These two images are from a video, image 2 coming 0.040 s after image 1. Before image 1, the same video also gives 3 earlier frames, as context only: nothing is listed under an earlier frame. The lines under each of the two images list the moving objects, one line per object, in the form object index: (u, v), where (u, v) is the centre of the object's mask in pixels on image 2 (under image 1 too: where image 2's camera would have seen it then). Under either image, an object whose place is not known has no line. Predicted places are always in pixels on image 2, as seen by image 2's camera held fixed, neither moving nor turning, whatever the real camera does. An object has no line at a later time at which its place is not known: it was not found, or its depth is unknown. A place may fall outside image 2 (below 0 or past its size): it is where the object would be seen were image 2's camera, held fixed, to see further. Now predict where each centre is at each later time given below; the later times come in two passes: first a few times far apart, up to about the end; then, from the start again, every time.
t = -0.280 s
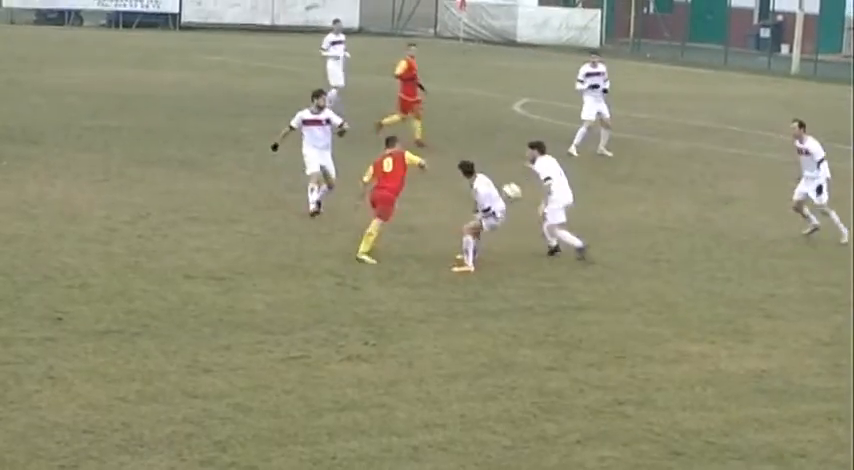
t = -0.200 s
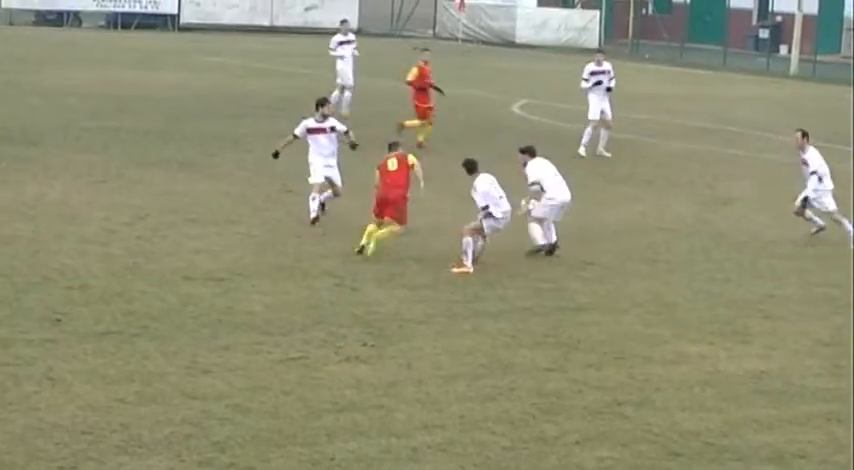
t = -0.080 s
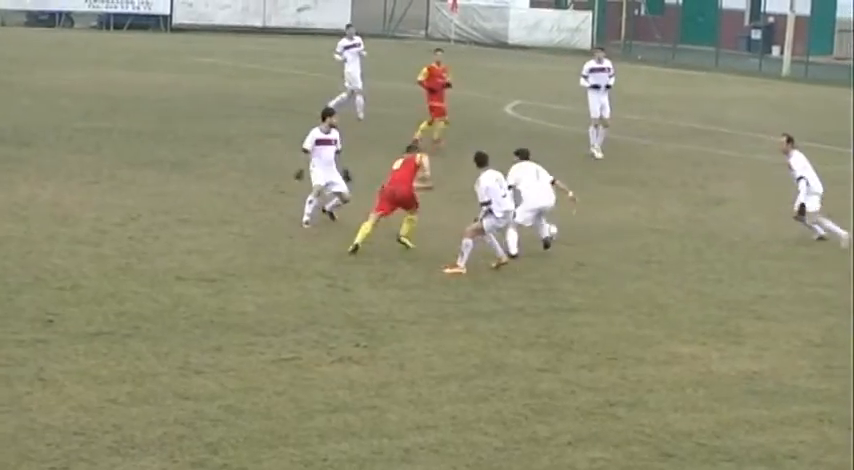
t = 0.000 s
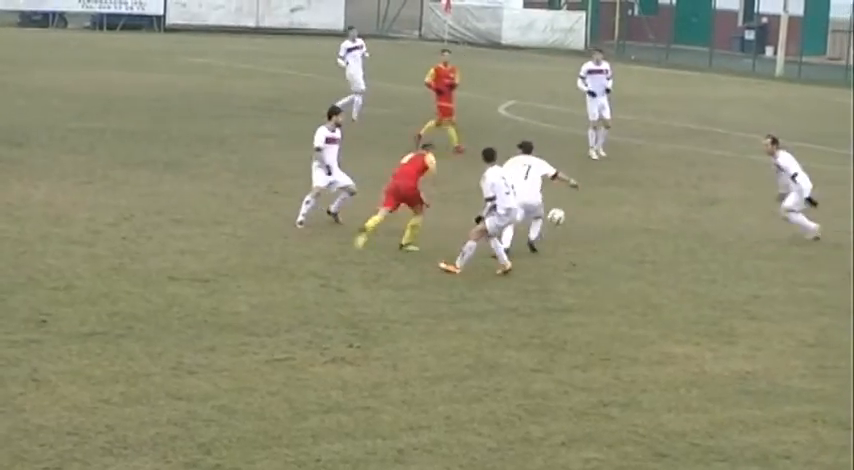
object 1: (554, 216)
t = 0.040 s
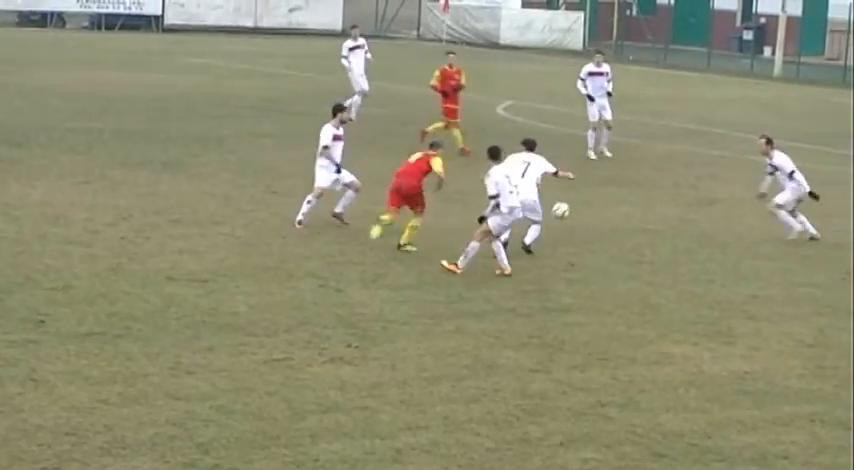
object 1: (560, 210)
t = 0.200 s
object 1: (585, 197)
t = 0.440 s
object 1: (619, 211)
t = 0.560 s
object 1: (632, 212)
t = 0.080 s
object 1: (567, 204)
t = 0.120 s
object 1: (573, 201)
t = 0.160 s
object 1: (579, 198)
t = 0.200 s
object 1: (585, 197)
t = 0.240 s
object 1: (591, 197)
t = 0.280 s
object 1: (596, 197)
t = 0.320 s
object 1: (602, 199)
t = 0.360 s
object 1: (608, 202)
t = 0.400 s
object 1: (613, 206)
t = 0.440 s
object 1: (619, 211)
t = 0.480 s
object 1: (624, 219)
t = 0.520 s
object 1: (628, 218)
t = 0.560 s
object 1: (632, 212)
